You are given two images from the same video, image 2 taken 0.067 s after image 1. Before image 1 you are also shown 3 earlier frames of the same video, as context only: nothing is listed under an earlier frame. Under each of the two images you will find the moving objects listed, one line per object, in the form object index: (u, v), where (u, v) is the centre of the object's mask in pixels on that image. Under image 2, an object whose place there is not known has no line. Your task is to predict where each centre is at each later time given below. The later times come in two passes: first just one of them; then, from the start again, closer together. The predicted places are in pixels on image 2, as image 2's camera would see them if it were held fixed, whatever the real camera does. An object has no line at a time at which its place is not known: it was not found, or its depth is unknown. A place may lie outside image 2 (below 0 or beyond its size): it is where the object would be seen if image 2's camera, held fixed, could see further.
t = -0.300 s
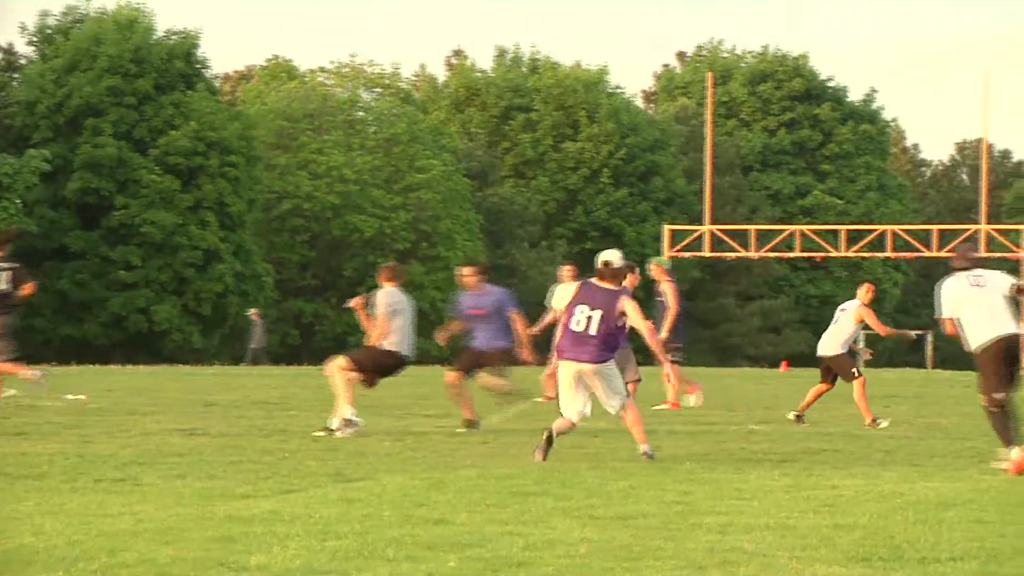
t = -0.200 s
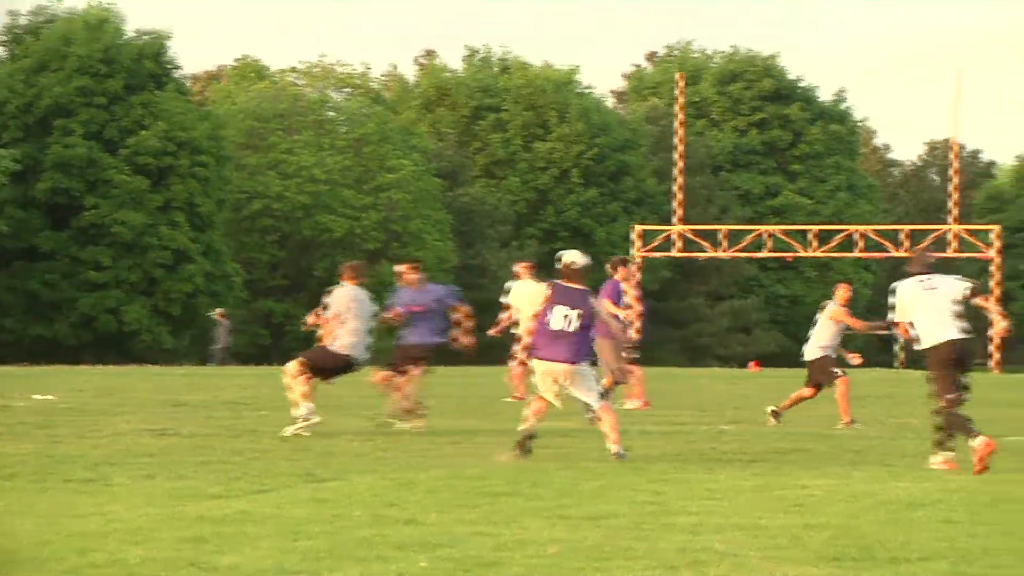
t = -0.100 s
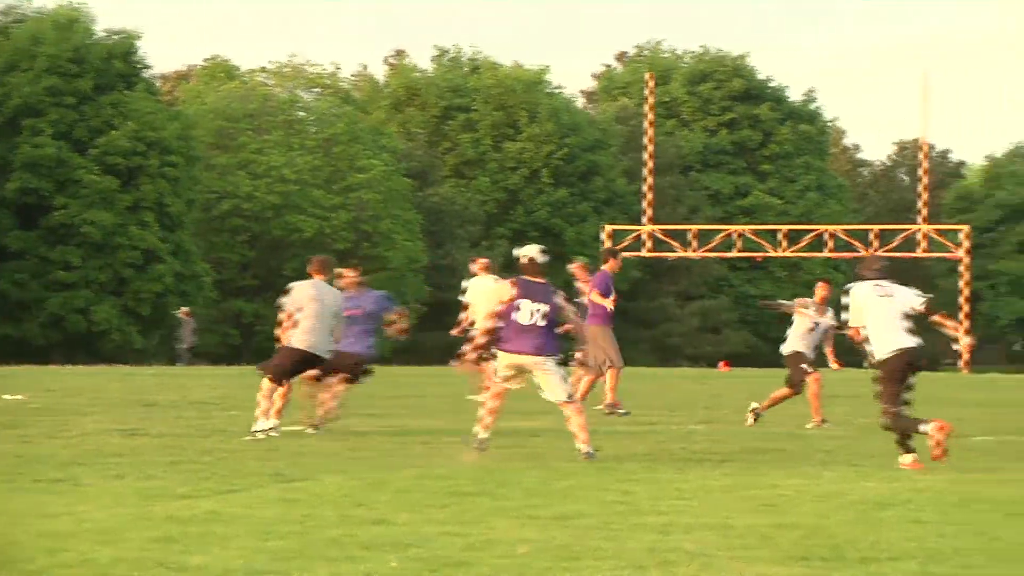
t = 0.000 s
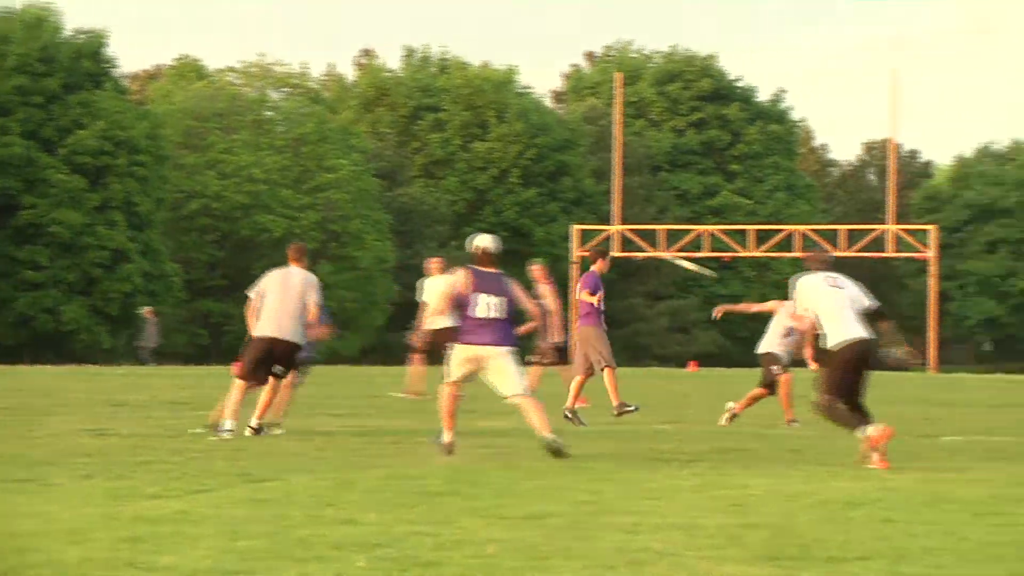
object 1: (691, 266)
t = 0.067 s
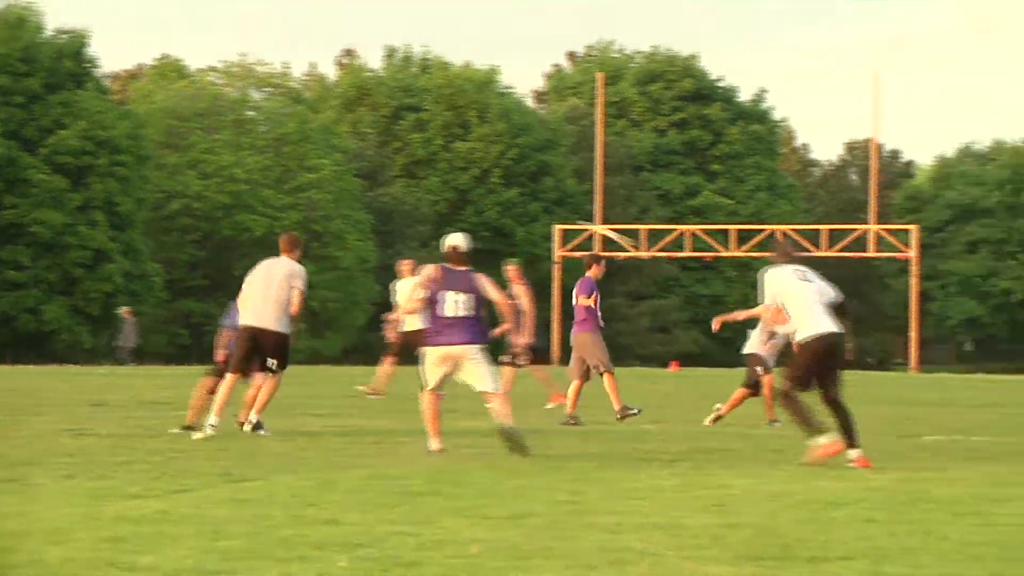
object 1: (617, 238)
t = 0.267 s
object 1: (420, 139)
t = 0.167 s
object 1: (514, 185)
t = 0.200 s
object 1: (484, 170)
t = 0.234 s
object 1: (451, 154)
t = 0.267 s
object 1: (420, 139)
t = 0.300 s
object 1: (388, 124)
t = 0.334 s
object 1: (357, 110)
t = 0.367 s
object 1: (322, 96)
